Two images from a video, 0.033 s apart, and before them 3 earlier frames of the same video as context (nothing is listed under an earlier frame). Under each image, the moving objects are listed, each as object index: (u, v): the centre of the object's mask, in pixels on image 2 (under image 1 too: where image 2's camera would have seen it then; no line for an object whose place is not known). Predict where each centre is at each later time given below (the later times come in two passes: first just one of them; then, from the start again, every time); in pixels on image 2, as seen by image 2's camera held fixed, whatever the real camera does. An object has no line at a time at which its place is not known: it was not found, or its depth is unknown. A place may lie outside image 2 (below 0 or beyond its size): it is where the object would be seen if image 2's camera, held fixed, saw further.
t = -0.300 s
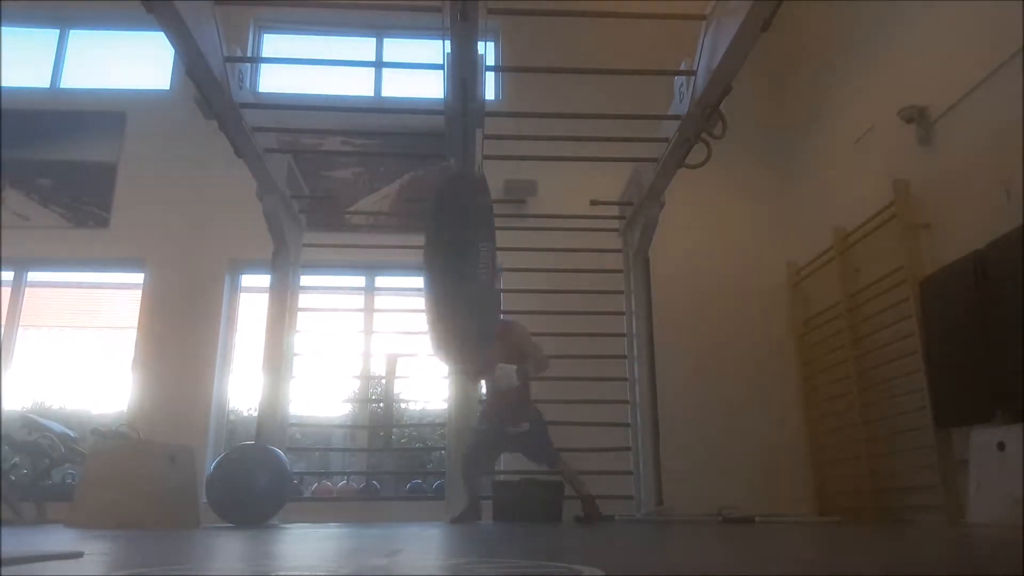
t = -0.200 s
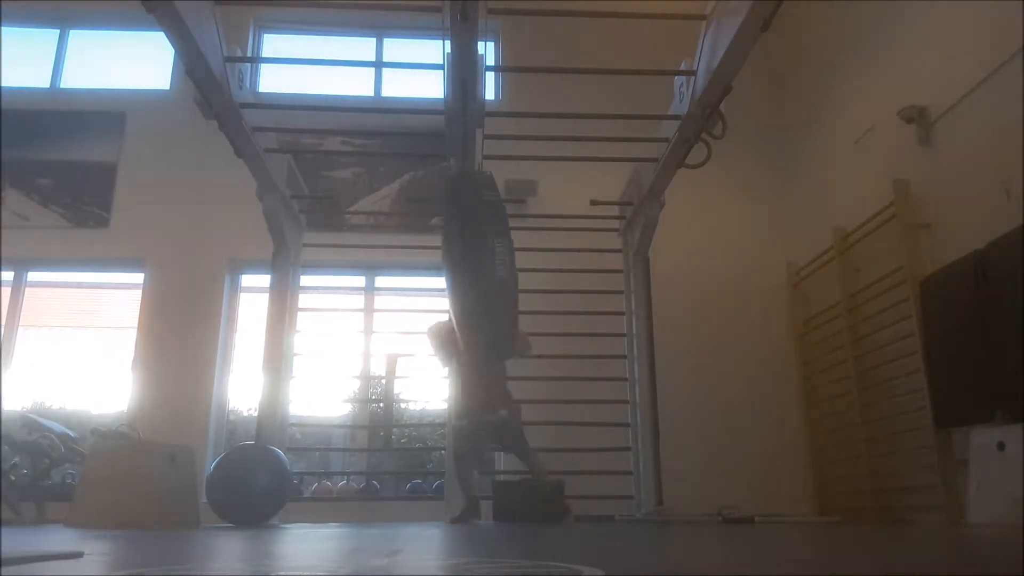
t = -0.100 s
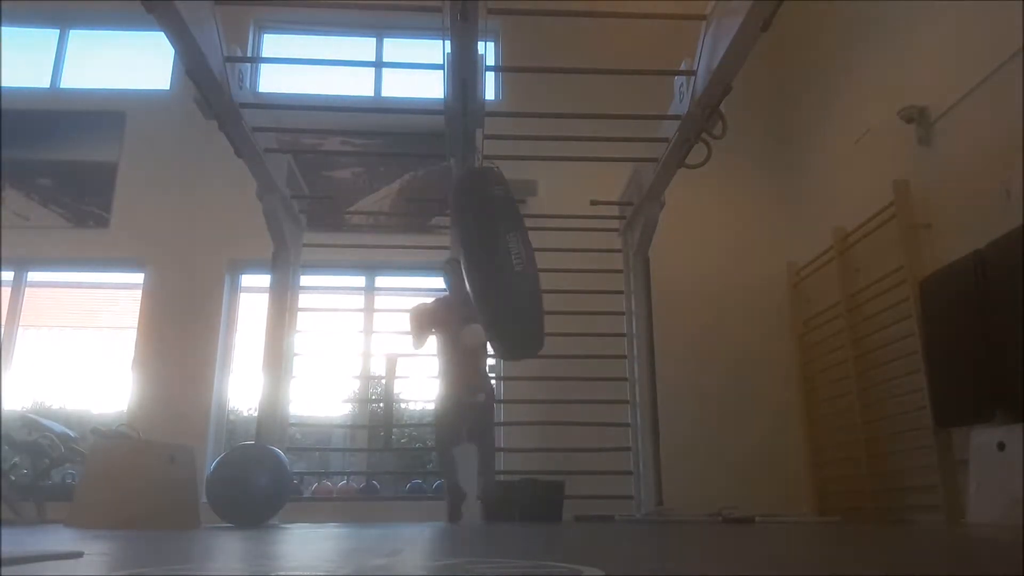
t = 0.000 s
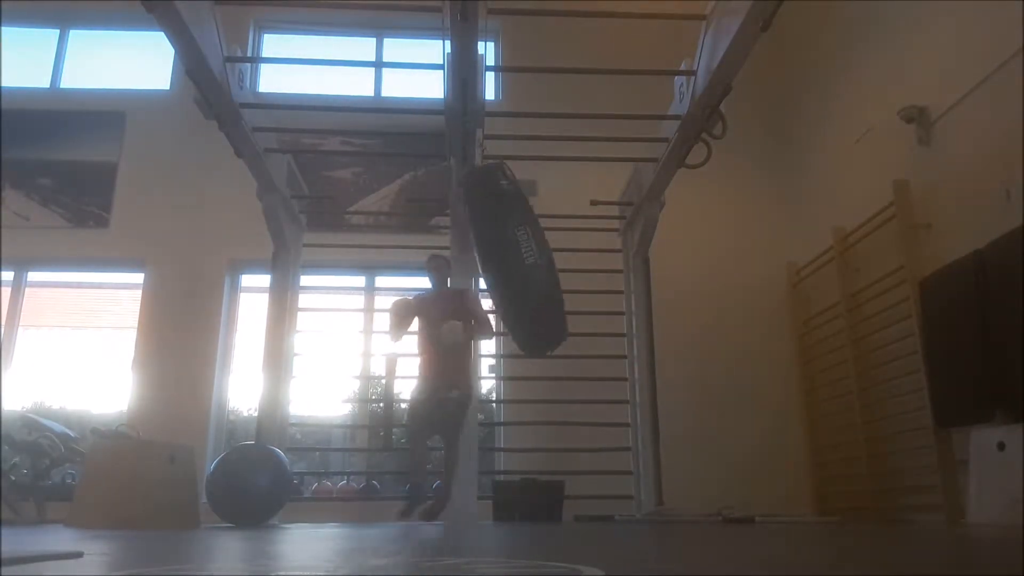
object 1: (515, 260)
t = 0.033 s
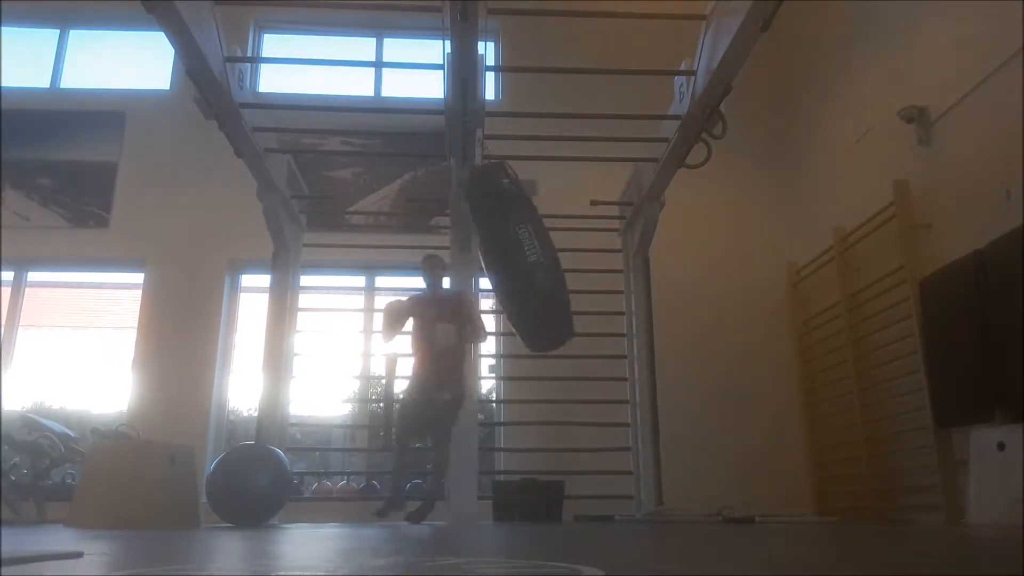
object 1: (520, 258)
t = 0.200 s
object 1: (533, 249)
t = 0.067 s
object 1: (523, 257)
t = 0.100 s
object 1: (526, 254)
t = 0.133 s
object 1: (529, 253)
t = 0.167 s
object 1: (532, 251)
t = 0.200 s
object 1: (533, 249)
